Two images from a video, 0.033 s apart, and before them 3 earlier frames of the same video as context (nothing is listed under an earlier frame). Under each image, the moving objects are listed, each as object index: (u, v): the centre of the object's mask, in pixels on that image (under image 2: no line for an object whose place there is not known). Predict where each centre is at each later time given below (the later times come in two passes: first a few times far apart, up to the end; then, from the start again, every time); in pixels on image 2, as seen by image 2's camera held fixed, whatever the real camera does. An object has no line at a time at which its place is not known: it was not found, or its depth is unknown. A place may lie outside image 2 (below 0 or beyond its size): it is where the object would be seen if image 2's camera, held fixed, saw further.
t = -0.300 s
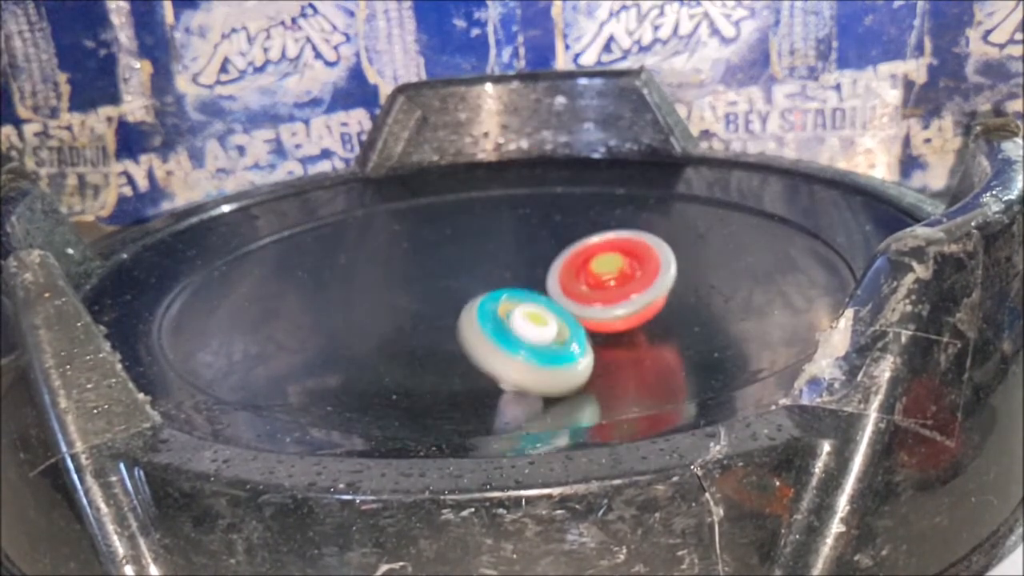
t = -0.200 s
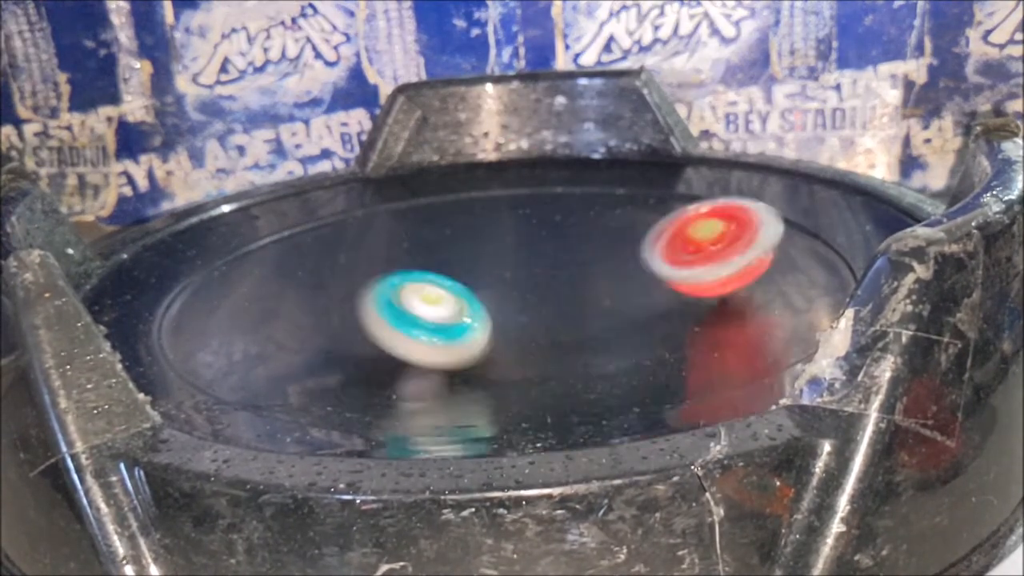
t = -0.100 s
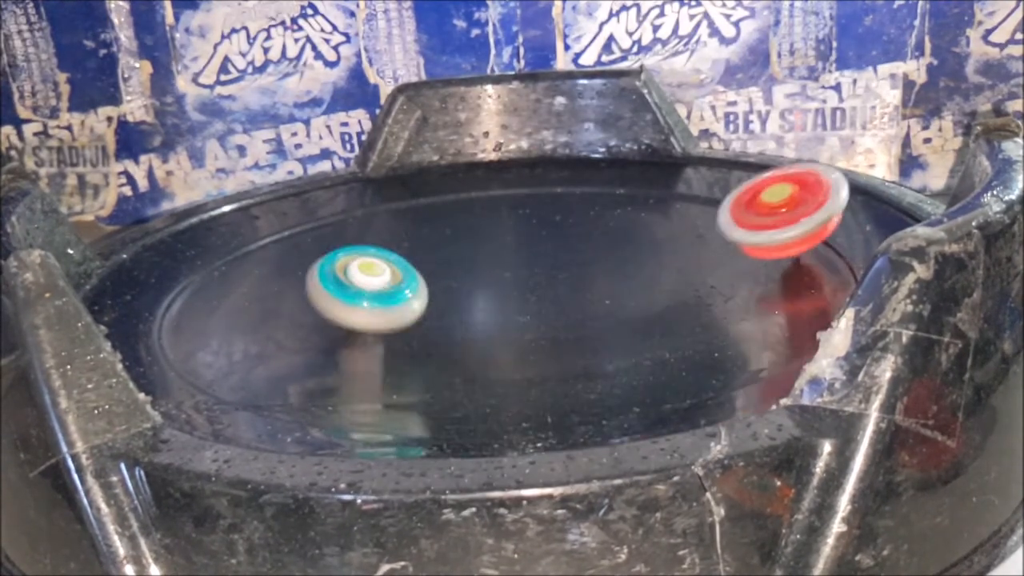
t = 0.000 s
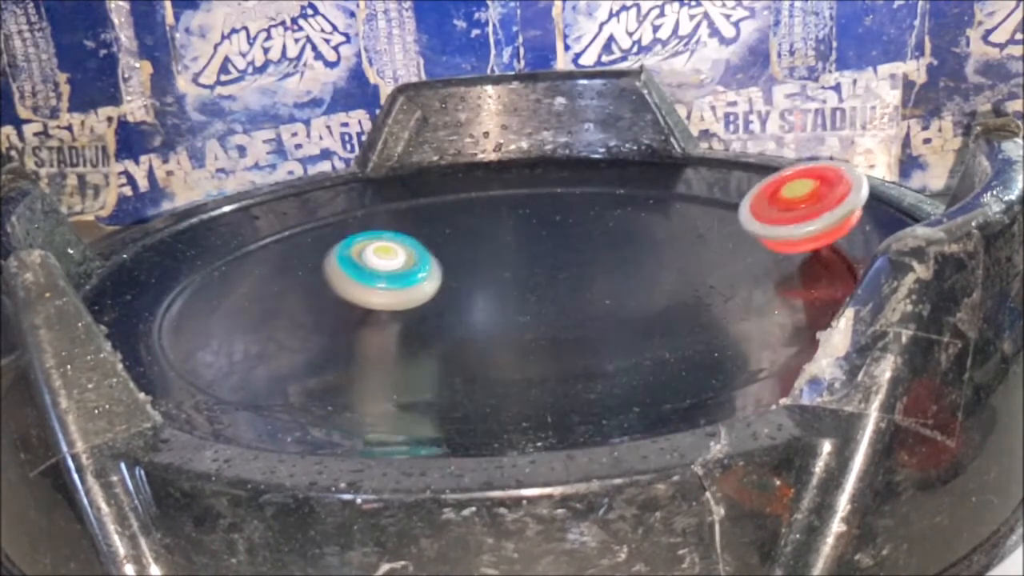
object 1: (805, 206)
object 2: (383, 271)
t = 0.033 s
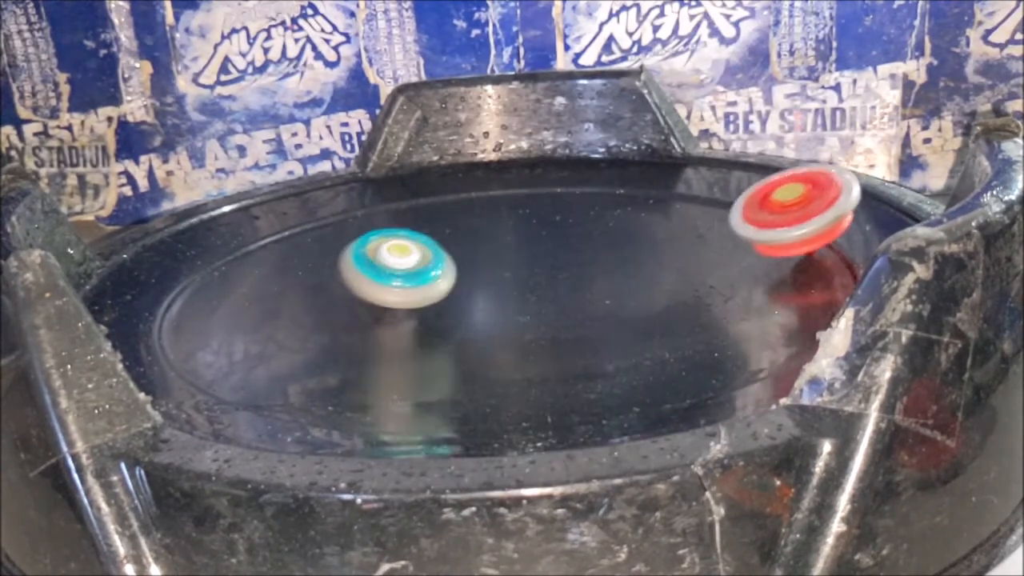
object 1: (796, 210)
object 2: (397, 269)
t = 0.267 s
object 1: (672, 278)
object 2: (509, 264)
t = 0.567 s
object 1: (472, 341)
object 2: (611, 263)
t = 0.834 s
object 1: (416, 339)
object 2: (631, 283)
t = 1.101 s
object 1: (423, 303)
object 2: (581, 311)
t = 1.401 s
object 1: (421, 267)
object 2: (482, 324)
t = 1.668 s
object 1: (432, 253)
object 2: (413, 309)
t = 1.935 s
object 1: (488, 250)
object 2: (403, 282)
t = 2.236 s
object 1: (575, 235)
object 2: (452, 258)
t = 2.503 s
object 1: (773, 226)
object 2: (352, 228)
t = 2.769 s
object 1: (758, 257)
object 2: (398, 284)
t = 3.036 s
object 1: (600, 290)
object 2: (365, 329)
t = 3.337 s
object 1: (505, 314)
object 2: (349, 309)
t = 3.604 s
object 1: (389, 334)
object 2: (473, 262)
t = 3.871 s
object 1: (345, 318)
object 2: (456, 276)
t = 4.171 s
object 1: (129, 283)
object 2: (611, 231)
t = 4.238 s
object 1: (162, 288)
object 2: (659, 208)
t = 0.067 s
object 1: (784, 216)
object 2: (414, 268)
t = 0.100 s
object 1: (771, 224)
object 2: (430, 267)
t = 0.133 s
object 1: (755, 233)
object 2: (446, 266)
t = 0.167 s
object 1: (737, 244)
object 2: (462, 266)
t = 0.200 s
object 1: (717, 255)
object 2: (478, 266)
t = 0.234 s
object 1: (695, 267)
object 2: (494, 265)
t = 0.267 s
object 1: (672, 278)
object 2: (509, 264)
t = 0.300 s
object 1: (648, 289)
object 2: (523, 263)
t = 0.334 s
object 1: (624, 299)
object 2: (535, 262)
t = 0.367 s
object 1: (598, 309)
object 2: (546, 258)
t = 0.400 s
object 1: (574, 317)
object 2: (559, 254)
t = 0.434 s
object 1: (550, 325)
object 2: (575, 254)
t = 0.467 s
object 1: (527, 331)
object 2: (587, 258)
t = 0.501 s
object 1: (507, 335)
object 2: (596, 260)
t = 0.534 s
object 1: (489, 338)
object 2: (603, 262)
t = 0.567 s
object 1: (472, 341)
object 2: (611, 263)
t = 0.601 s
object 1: (458, 344)
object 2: (618, 265)
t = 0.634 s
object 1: (447, 344)
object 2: (624, 266)
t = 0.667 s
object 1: (437, 345)
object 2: (628, 268)
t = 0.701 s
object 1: (429, 345)
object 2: (631, 271)
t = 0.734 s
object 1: (423, 344)
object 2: (633, 274)
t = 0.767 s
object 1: (419, 343)
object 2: (634, 277)
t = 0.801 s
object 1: (417, 341)
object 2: (633, 280)
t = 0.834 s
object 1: (416, 339)
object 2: (631, 283)
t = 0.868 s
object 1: (416, 335)
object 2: (629, 287)
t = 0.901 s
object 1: (417, 332)
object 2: (624, 290)
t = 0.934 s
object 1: (418, 328)
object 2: (619, 294)
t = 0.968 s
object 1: (420, 323)
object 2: (613, 298)
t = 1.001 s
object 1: (421, 319)
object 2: (606, 301)
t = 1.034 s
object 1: (422, 313)
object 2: (598, 305)
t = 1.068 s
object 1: (423, 308)
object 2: (590, 308)
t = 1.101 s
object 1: (423, 303)
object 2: (581, 311)
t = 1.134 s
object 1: (423, 298)
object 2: (571, 314)
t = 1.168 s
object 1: (423, 293)
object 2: (562, 317)
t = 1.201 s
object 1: (422, 289)
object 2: (551, 319)
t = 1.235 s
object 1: (422, 284)
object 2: (539, 322)
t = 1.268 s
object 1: (421, 280)
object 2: (528, 323)
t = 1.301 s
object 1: (421, 276)
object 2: (516, 324)
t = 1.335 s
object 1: (421, 273)
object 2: (504, 325)
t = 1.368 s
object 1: (421, 270)
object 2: (493, 325)
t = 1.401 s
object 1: (421, 267)
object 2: (482, 324)
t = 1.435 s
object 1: (422, 264)
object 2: (472, 323)
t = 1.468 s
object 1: (422, 261)
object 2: (461, 322)
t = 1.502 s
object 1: (423, 259)
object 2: (451, 321)
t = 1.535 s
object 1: (423, 257)
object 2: (441, 319)
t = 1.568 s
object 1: (425, 255)
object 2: (433, 317)
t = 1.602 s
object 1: (427, 254)
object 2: (425, 315)
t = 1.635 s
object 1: (429, 254)
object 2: (419, 312)
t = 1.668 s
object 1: (432, 253)
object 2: (413, 309)
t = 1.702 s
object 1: (436, 252)
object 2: (408, 306)
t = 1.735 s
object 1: (442, 252)
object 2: (404, 303)
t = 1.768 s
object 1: (447, 251)
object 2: (401, 299)
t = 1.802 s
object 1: (454, 251)
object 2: (400, 296)
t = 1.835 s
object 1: (461, 251)
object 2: (400, 293)
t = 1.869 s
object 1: (468, 251)
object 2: (401, 289)
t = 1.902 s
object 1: (477, 251)
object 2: (403, 285)
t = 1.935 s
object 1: (488, 250)
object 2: (403, 282)
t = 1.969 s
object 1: (501, 248)
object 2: (403, 279)
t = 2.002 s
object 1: (514, 246)
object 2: (405, 277)
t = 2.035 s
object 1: (526, 244)
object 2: (409, 274)
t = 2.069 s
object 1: (537, 242)
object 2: (414, 271)
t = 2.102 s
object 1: (547, 240)
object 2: (420, 268)
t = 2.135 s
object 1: (555, 238)
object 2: (428, 265)
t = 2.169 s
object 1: (563, 237)
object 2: (435, 263)
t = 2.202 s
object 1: (569, 236)
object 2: (443, 260)
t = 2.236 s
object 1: (575, 235)
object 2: (452, 258)
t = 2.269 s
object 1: (579, 235)
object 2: (461, 256)
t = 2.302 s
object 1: (582, 236)
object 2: (470, 255)
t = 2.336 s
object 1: (585, 237)
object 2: (480, 254)
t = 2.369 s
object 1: (618, 237)
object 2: (462, 247)
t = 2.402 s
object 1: (665, 235)
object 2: (428, 232)
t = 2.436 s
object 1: (707, 232)
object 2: (395, 242)
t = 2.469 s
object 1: (743, 228)
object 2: (372, 225)
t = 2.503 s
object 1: (773, 226)
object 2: (352, 228)
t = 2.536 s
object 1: (795, 225)
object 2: (339, 232)
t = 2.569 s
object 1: (809, 225)
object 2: (334, 239)
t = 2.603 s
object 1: (814, 225)
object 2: (334, 242)
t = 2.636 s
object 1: (816, 227)
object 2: (339, 248)
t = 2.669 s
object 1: (811, 233)
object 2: (349, 258)
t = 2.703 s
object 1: (800, 240)
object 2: (363, 267)
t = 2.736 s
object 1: (783, 248)
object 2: (380, 276)
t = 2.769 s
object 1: (758, 257)
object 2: (398, 284)
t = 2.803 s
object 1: (728, 266)
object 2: (419, 292)
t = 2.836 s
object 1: (694, 276)
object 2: (441, 299)
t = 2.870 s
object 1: (656, 286)
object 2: (462, 305)
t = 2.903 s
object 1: (615, 294)
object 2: (482, 309)
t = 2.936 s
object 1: (588, 296)
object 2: (479, 300)
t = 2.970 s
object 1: (595, 286)
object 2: (443, 283)
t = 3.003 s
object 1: (600, 290)
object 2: (399, 297)
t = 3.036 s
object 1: (600, 290)
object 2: (365, 329)
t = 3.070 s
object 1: (597, 289)
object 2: (337, 315)
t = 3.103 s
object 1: (592, 290)
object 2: (313, 324)
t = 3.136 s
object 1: (584, 291)
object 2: (303, 308)
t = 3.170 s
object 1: (574, 294)
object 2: (298, 318)
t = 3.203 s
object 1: (562, 297)
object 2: (297, 314)
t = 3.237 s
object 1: (549, 301)
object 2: (304, 312)
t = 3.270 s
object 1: (535, 306)
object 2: (315, 311)
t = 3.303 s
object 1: (521, 310)
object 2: (332, 310)
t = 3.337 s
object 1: (505, 314)
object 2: (349, 309)
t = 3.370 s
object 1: (492, 317)
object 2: (370, 309)
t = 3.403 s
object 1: (481, 322)
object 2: (384, 300)
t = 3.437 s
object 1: (469, 326)
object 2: (397, 293)
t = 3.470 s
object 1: (452, 330)
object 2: (415, 281)
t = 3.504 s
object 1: (435, 332)
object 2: (434, 275)
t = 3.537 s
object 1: (419, 335)
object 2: (451, 272)
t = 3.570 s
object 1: (403, 335)
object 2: (464, 268)
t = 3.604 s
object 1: (389, 334)
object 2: (473, 262)
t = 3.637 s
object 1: (377, 334)
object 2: (480, 256)
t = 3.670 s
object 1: (366, 332)
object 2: (483, 253)
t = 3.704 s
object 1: (357, 330)
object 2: (483, 253)
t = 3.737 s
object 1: (350, 328)
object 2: (481, 256)
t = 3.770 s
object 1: (346, 325)
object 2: (476, 262)
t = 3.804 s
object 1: (343, 321)
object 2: (468, 269)
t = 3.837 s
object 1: (343, 320)
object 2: (462, 272)
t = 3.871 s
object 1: (345, 318)
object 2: (456, 276)
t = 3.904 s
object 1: (346, 316)
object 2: (450, 279)
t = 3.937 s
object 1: (348, 314)
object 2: (445, 282)
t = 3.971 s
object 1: (346, 313)
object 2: (440, 283)
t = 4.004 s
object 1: (322, 307)
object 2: (462, 274)
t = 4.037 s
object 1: (278, 286)
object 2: (498, 262)
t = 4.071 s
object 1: (236, 273)
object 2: (531, 259)
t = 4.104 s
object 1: (199, 272)
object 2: (561, 256)
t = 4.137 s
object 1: (153, 274)
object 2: (588, 243)
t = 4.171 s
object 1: (129, 283)
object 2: (611, 231)
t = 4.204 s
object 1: (136, 286)
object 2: (639, 221)
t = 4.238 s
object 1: (162, 288)
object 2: (659, 208)
